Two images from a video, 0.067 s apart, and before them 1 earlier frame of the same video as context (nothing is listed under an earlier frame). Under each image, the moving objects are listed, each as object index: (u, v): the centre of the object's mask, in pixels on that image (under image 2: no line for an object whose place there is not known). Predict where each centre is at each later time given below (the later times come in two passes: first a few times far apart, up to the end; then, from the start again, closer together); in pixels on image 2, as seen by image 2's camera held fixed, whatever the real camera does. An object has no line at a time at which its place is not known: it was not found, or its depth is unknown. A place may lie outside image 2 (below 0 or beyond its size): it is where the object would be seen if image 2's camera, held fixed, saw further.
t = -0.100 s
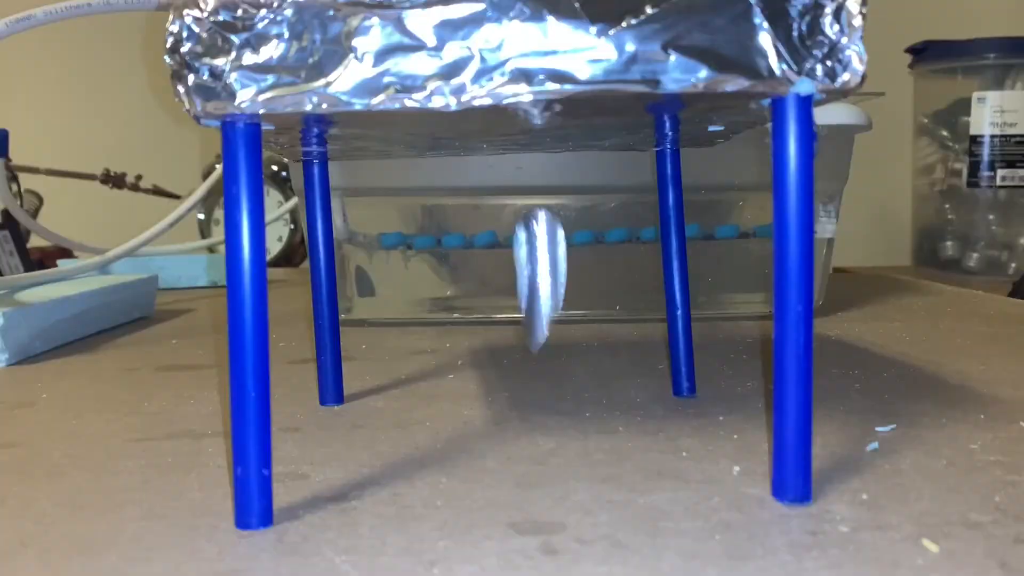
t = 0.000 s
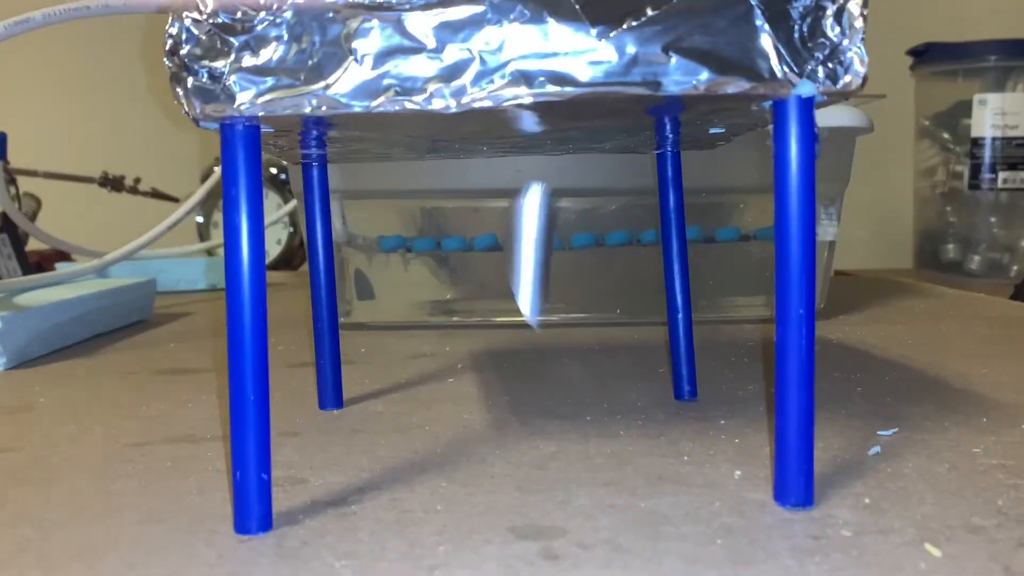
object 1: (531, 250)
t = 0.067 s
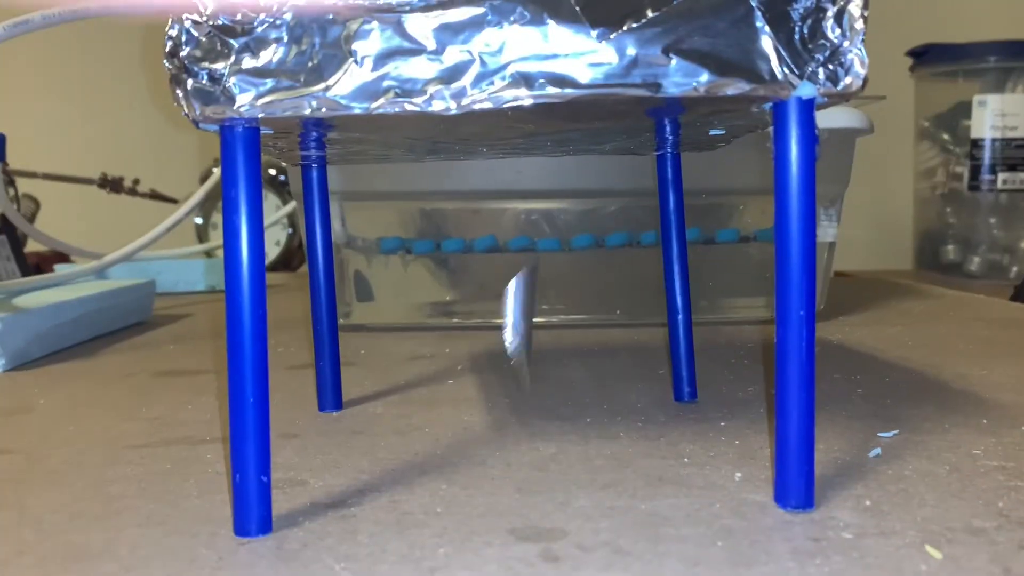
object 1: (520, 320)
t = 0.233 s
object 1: (470, 251)
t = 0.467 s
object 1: (394, 281)
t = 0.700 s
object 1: (413, 306)
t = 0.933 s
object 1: (493, 281)
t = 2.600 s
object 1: (439, 267)
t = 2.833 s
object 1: (414, 256)
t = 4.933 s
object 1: (421, 261)
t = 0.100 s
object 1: (509, 333)
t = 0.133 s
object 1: (501, 327)
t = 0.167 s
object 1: (493, 309)
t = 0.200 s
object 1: (480, 275)
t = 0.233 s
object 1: (470, 251)
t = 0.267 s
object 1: (461, 235)
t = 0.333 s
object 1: (434, 281)
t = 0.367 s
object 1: (425, 304)
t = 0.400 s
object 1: (412, 315)
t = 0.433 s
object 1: (400, 306)
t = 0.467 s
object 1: (394, 281)
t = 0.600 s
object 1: (384, 286)
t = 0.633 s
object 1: (392, 306)
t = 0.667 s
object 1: (403, 314)
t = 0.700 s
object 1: (413, 306)
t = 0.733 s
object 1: (424, 293)
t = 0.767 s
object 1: (440, 270)
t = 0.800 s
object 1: (455, 252)
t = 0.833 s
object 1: (467, 244)
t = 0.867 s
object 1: (479, 259)
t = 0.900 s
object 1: (489, 271)
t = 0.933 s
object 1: (493, 281)
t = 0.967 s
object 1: (501, 298)
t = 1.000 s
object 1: (500, 304)
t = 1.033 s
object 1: (505, 298)
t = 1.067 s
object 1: (507, 286)
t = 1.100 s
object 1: (509, 276)
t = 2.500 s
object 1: (447, 265)
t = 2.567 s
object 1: (438, 270)
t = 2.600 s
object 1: (439, 267)
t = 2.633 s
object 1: (442, 270)
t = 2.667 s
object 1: (444, 270)
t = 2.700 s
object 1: (442, 255)
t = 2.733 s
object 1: (436, 262)
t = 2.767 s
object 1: (431, 263)
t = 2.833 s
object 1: (414, 256)
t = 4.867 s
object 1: (414, 251)
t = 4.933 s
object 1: (421, 261)
